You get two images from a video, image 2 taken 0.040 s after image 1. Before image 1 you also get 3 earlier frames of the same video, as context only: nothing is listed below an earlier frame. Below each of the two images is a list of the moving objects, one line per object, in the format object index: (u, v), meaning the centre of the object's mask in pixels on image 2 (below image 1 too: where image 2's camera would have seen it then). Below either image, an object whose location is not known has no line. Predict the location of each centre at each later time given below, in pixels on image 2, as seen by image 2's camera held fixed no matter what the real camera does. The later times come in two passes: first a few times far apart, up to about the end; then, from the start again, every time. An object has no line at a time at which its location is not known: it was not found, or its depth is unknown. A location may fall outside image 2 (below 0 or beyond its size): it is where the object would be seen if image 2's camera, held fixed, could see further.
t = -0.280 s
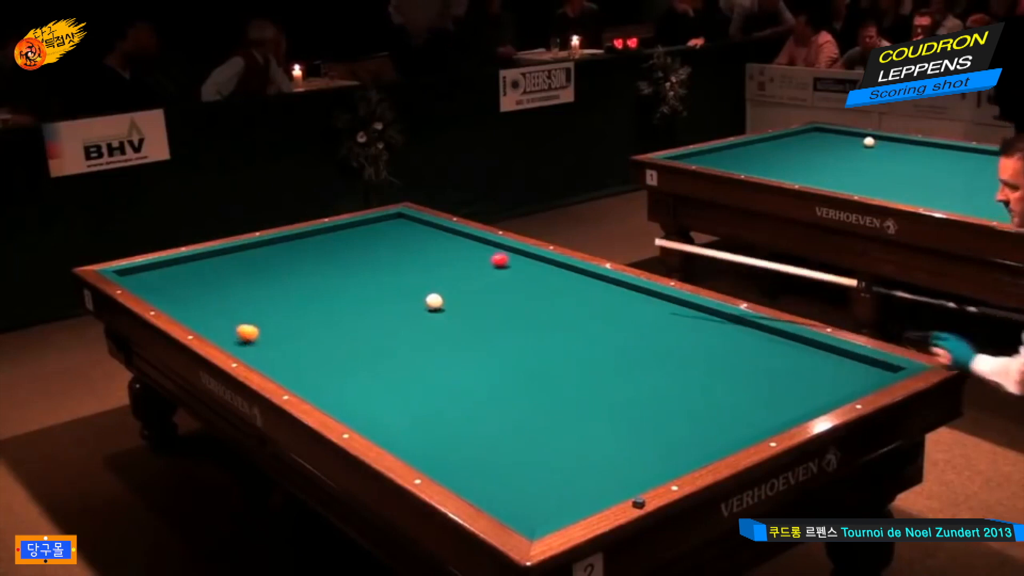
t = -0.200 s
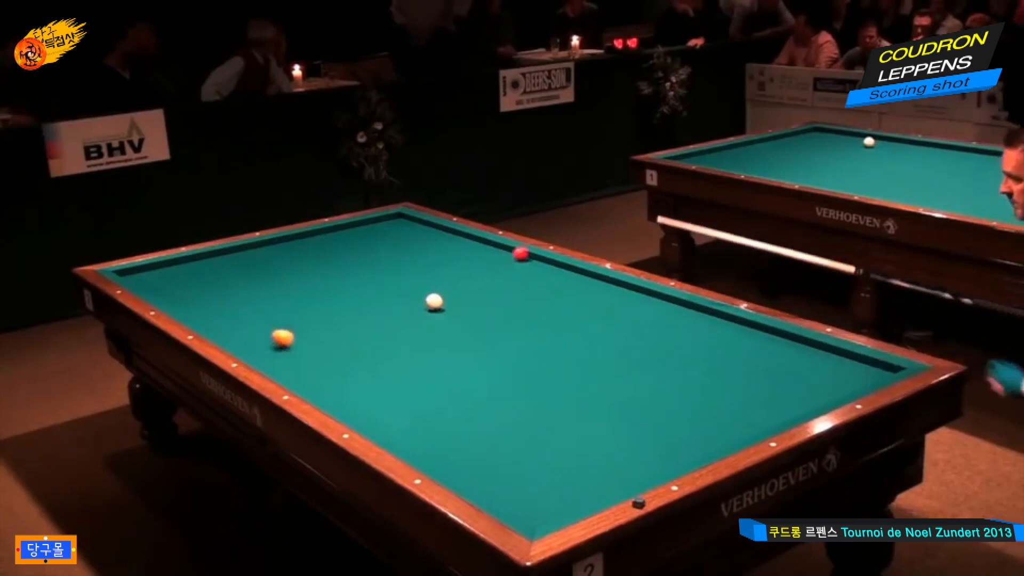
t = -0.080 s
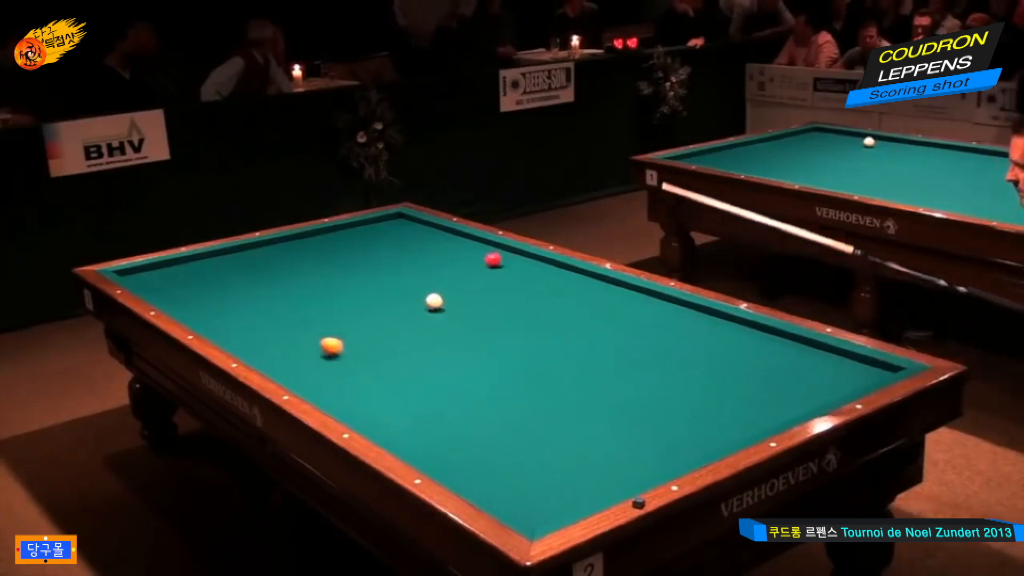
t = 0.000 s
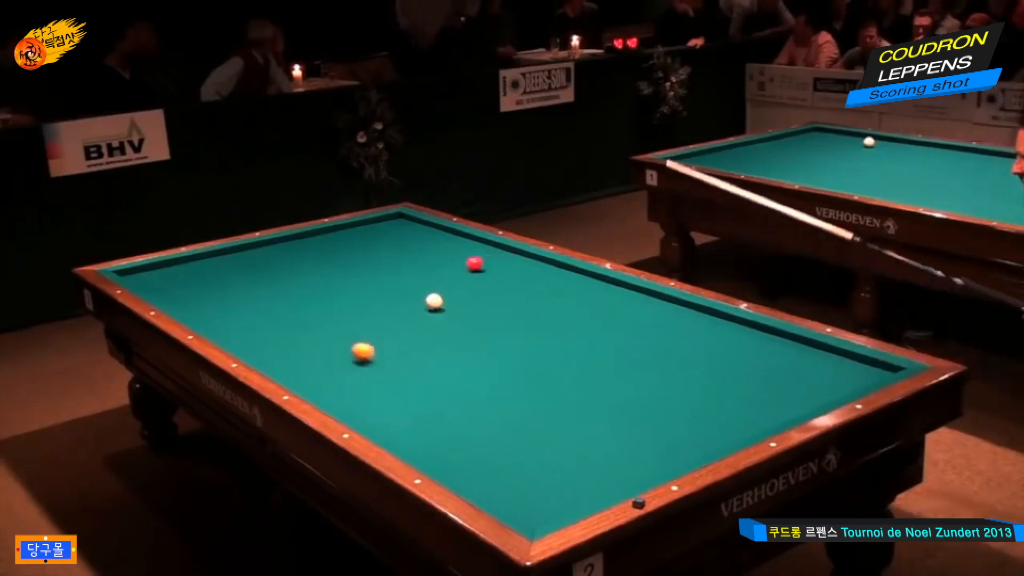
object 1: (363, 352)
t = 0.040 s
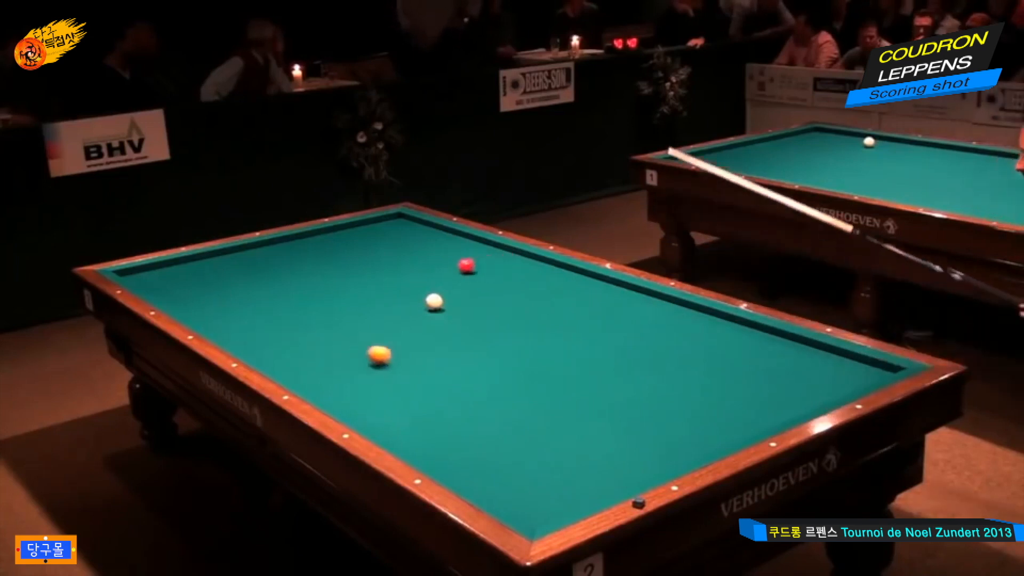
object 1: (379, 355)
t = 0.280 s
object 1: (481, 373)
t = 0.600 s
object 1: (633, 401)
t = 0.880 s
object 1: (762, 417)
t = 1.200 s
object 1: (746, 364)
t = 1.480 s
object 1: (743, 329)
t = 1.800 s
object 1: (670, 317)
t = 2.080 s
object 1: (601, 311)
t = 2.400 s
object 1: (527, 305)
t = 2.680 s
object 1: (467, 299)
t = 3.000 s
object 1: (402, 294)
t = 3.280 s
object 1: (348, 289)
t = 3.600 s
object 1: (291, 284)
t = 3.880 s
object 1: (243, 281)
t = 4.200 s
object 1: (192, 276)
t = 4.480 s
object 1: (150, 272)
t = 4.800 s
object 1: (130, 275)
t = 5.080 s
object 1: (154, 277)
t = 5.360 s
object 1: (179, 279)
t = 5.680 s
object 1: (205, 281)
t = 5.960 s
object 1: (228, 283)
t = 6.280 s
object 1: (254, 285)
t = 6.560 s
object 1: (277, 287)
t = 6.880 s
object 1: (302, 289)
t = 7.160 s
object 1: (323, 291)
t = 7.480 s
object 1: (347, 293)
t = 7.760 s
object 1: (367, 294)
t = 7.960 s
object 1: (381, 295)
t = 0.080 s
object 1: (395, 358)
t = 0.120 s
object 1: (412, 361)
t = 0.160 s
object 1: (429, 364)
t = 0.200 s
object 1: (446, 368)
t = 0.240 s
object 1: (463, 370)
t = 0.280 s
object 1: (481, 373)
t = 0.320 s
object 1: (498, 377)
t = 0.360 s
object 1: (517, 380)
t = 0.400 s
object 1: (536, 384)
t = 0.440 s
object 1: (554, 387)
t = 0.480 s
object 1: (573, 391)
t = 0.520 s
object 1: (593, 394)
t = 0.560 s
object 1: (613, 398)
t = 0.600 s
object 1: (633, 401)
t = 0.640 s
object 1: (653, 405)
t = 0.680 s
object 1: (674, 409)
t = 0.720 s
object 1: (695, 413)
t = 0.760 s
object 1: (717, 416)
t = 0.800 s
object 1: (739, 420)
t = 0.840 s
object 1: (759, 422)
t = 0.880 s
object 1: (762, 417)
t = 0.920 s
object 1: (758, 409)
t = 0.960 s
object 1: (755, 401)
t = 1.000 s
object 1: (752, 394)
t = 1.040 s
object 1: (749, 387)
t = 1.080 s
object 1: (748, 381)
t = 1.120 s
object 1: (747, 374)
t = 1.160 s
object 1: (746, 369)
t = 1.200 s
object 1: (746, 364)
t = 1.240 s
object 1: (745, 358)
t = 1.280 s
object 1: (745, 353)
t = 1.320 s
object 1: (744, 348)
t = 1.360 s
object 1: (744, 343)
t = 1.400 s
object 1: (744, 338)
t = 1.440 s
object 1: (743, 333)
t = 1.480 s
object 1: (743, 329)
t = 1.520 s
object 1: (742, 324)
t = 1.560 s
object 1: (735, 322)
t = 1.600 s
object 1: (723, 321)
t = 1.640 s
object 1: (712, 321)
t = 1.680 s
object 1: (701, 320)
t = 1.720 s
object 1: (691, 319)
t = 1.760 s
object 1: (680, 318)
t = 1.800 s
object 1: (670, 317)
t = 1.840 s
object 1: (660, 316)
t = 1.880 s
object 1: (650, 316)
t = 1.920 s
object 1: (640, 315)
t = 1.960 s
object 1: (630, 314)
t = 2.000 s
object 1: (620, 313)
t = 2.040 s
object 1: (611, 312)
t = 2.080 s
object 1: (601, 311)
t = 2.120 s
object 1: (592, 310)
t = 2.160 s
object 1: (582, 310)
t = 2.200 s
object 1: (573, 309)
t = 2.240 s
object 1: (563, 308)
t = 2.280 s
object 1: (554, 307)
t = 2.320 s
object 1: (545, 306)
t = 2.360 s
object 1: (536, 306)
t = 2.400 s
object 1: (527, 305)
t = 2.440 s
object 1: (519, 304)
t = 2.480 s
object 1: (510, 303)
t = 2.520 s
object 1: (501, 302)
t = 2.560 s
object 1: (492, 302)
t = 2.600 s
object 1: (484, 301)
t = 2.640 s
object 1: (475, 300)
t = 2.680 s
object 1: (467, 299)
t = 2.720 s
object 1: (459, 299)
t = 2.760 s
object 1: (451, 298)
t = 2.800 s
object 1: (444, 297)
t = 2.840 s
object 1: (434, 292)
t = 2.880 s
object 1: (424, 295)
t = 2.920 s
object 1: (417, 295)
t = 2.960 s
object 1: (410, 294)
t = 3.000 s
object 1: (402, 294)
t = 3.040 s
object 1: (394, 293)
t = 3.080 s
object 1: (386, 292)
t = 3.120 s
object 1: (378, 292)
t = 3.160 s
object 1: (371, 291)
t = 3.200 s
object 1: (363, 290)
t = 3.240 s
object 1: (356, 290)
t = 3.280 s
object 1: (348, 289)
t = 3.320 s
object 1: (341, 289)
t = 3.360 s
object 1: (334, 288)
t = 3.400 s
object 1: (326, 288)
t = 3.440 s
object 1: (319, 287)
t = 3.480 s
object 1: (312, 286)
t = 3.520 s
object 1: (305, 286)
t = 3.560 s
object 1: (298, 285)
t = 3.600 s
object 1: (291, 284)
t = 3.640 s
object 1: (283, 284)
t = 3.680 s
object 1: (277, 283)
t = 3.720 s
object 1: (270, 283)
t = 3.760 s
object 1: (263, 282)
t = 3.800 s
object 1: (256, 281)
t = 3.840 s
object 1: (250, 281)
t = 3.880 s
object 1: (243, 281)
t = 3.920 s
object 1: (236, 280)
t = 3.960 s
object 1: (230, 279)
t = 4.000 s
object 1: (223, 278)
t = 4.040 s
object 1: (217, 278)
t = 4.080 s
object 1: (210, 277)
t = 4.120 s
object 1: (204, 277)
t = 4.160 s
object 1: (198, 276)
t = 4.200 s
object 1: (192, 276)
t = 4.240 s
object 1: (186, 275)
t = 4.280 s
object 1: (179, 275)
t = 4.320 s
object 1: (174, 274)
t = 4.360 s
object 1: (167, 274)
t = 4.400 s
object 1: (162, 273)
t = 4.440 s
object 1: (156, 273)
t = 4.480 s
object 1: (150, 272)
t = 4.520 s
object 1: (144, 271)
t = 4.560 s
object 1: (138, 271)
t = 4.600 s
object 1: (132, 270)
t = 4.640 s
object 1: (129, 271)
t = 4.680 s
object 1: (127, 272)
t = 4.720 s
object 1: (124, 273)
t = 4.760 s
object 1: (127, 274)
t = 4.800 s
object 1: (130, 275)
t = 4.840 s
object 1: (133, 275)
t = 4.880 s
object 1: (137, 275)
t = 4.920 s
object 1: (140, 276)
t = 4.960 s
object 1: (144, 276)
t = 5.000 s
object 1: (147, 276)
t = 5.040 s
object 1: (151, 277)
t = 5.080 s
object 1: (154, 277)
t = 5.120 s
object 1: (158, 277)
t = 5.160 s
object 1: (161, 277)
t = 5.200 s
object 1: (165, 278)
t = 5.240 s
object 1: (168, 278)
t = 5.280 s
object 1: (172, 278)
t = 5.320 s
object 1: (175, 279)
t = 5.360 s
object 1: (179, 279)
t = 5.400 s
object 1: (182, 279)
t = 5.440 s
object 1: (185, 279)
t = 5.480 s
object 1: (189, 279)
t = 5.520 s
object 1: (192, 280)
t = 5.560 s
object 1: (195, 281)
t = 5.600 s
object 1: (198, 280)
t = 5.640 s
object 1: (202, 281)
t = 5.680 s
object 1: (205, 281)
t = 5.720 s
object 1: (208, 281)
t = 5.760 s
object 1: (212, 282)
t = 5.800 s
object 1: (215, 282)
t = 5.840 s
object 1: (218, 282)
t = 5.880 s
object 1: (222, 282)
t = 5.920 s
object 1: (225, 283)
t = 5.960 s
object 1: (228, 283)
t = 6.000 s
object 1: (232, 283)
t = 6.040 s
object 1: (235, 283)
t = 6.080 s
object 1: (238, 284)
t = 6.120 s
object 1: (241, 284)
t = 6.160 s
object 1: (245, 284)
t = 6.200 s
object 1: (248, 285)
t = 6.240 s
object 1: (251, 285)
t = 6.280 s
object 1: (254, 285)
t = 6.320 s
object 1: (258, 286)
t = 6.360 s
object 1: (261, 286)
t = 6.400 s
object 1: (264, 286)
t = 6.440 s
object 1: (267, 286)
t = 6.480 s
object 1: (270, 287)
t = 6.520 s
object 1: (274, 287)
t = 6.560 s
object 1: (277, 287)
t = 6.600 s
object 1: (280, 287)
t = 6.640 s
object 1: (283, 288)
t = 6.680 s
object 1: (286, 288)
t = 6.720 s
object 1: (290, 288)
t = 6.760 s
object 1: (292, 288)
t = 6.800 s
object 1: (296, 288)
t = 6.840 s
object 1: (298, 289)
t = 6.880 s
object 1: (302, 289)
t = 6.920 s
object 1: (305, 289)
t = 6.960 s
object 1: (308, 289)
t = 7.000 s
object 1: (311, 290)
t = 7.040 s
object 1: (314, 290)
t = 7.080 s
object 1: (317, 290)
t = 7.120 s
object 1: (320, 290)
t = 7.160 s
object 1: (323, 291)
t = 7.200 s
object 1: (326, 291)
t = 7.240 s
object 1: (329, 291)
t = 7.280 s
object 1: (332, 291)
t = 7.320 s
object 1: (335, 291)
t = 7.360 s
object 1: (338, 292)
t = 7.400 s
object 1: (341, 292)
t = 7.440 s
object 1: (344, 292)
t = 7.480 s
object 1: (347, 293)
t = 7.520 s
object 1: (350, 293)
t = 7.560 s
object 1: (353, 293)
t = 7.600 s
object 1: (356, 293)
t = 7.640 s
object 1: (358, 294)
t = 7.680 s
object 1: (361, 294)
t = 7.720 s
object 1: (364, 294)
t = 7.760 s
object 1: (367, 294)
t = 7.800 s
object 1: (370, 294)
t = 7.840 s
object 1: (373, 295)
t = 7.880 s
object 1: (375, 295)
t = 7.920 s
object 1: (378, 295)
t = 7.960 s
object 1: (381, 295)
